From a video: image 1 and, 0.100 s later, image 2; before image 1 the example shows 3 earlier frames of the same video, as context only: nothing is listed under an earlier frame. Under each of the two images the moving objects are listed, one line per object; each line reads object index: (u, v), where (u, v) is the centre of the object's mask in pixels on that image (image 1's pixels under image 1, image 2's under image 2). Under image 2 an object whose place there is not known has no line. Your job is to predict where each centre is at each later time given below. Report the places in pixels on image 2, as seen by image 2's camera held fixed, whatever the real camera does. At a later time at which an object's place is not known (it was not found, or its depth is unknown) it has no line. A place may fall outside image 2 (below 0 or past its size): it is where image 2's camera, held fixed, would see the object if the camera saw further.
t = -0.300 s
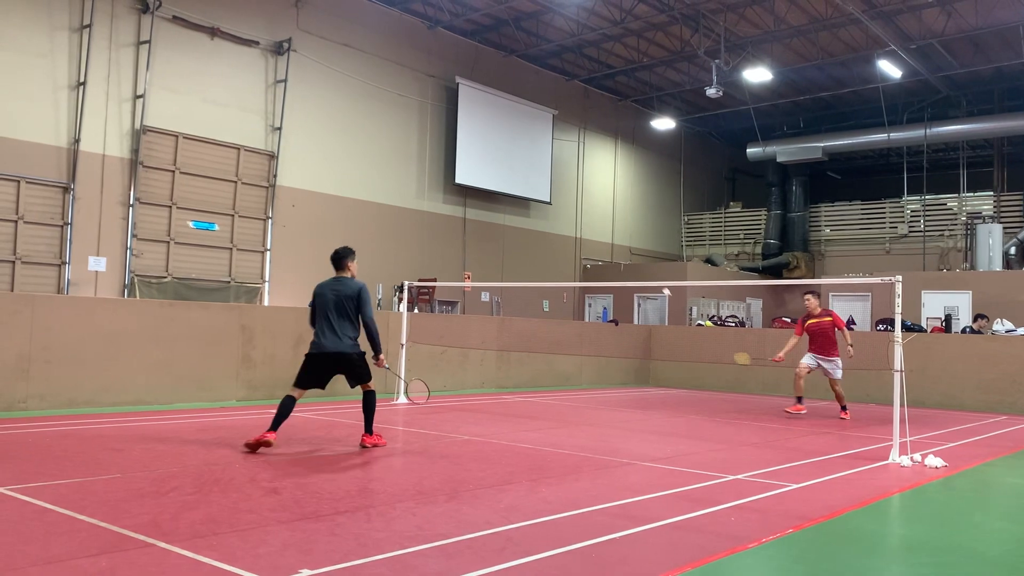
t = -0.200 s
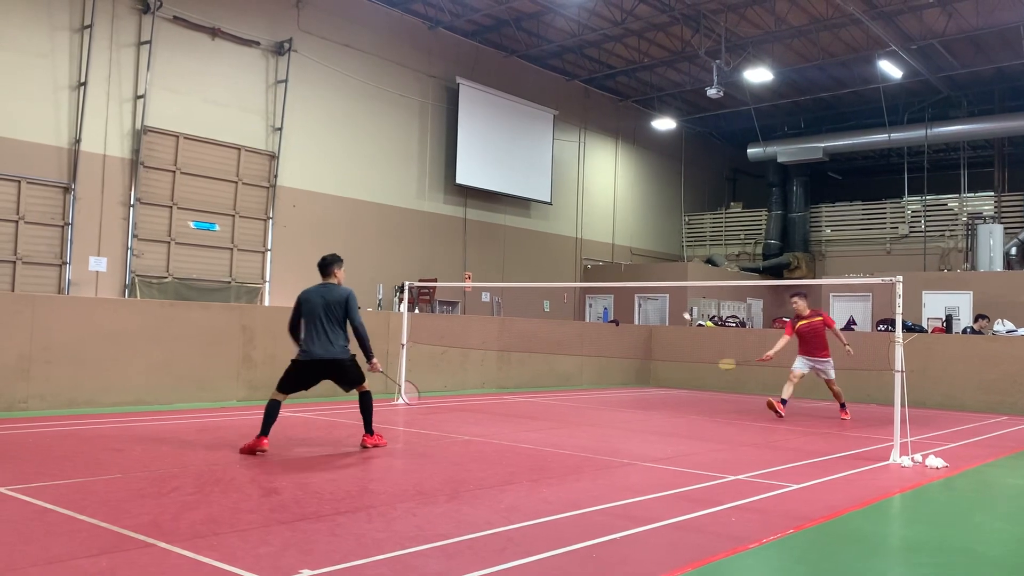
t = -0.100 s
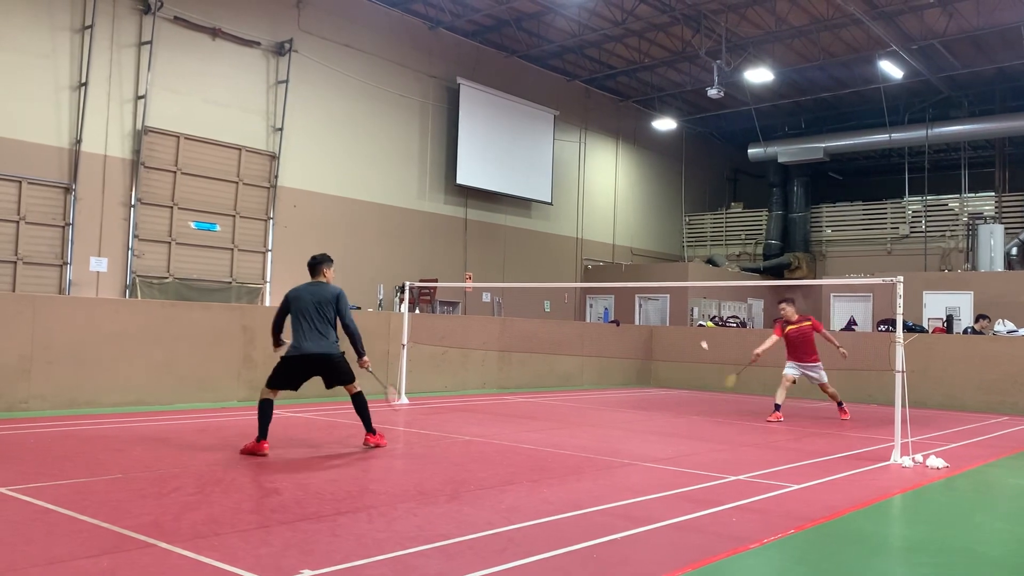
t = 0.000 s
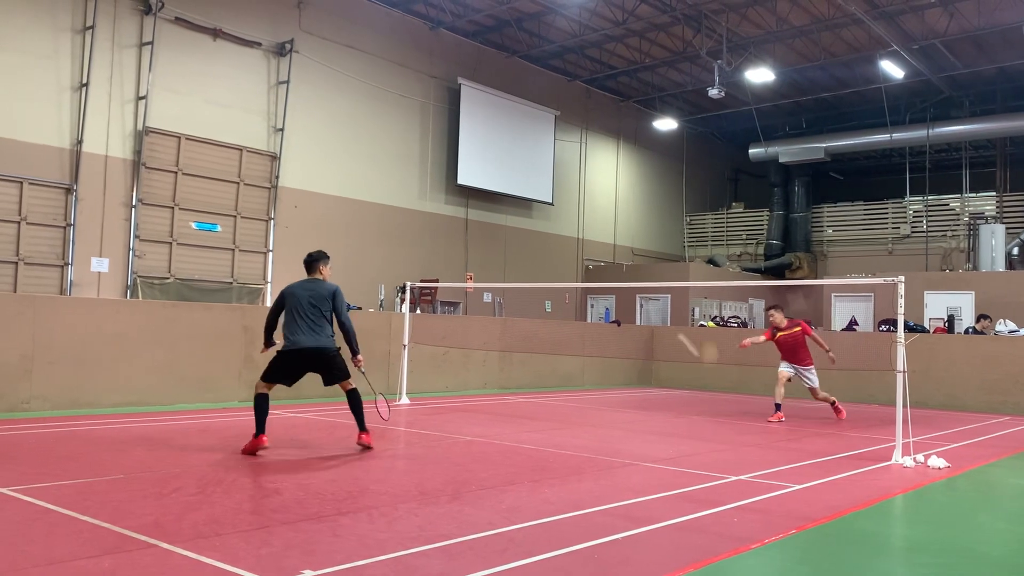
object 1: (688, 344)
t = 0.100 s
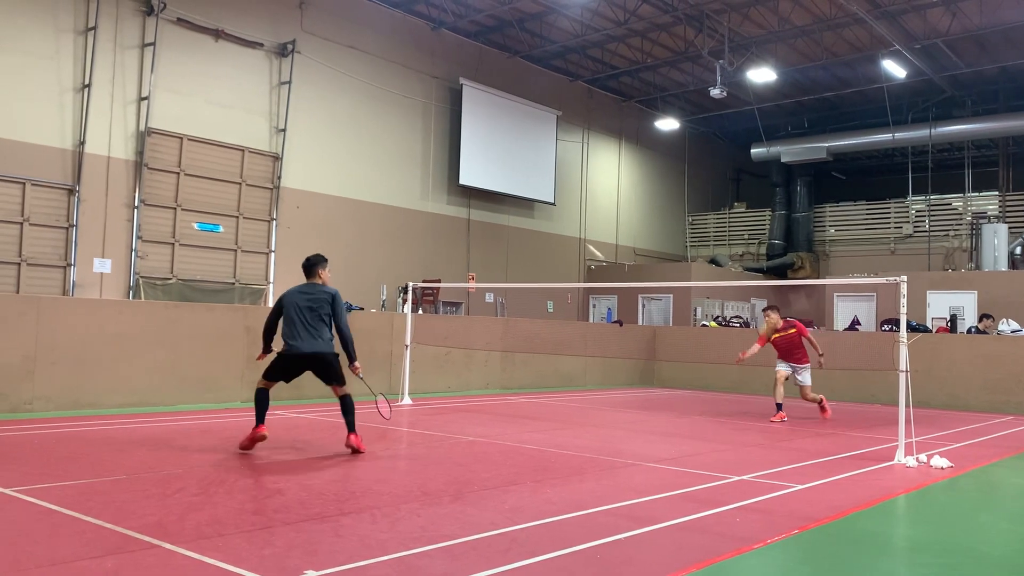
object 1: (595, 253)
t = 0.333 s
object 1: (422, 123)
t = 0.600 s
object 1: (255, 61)
